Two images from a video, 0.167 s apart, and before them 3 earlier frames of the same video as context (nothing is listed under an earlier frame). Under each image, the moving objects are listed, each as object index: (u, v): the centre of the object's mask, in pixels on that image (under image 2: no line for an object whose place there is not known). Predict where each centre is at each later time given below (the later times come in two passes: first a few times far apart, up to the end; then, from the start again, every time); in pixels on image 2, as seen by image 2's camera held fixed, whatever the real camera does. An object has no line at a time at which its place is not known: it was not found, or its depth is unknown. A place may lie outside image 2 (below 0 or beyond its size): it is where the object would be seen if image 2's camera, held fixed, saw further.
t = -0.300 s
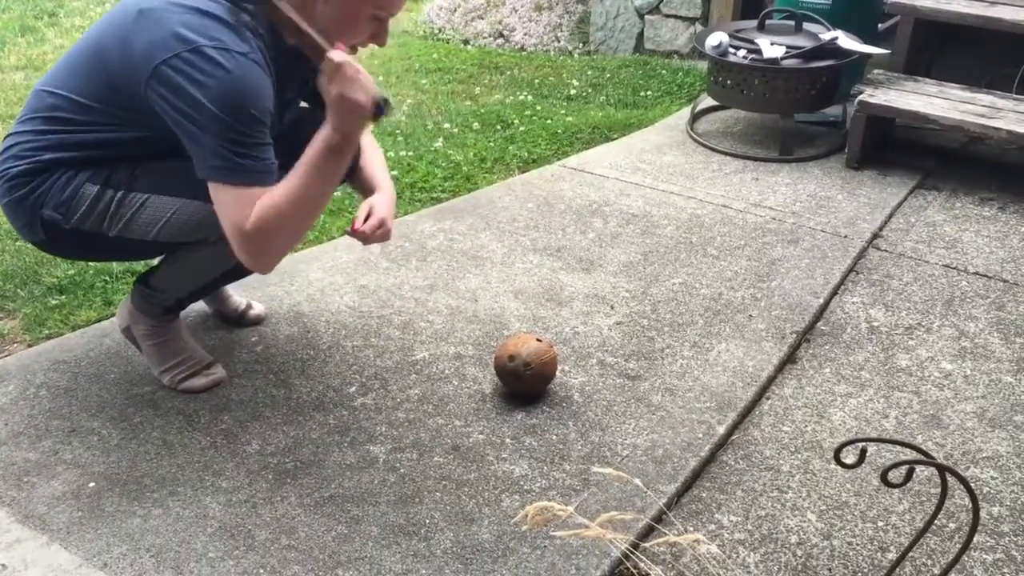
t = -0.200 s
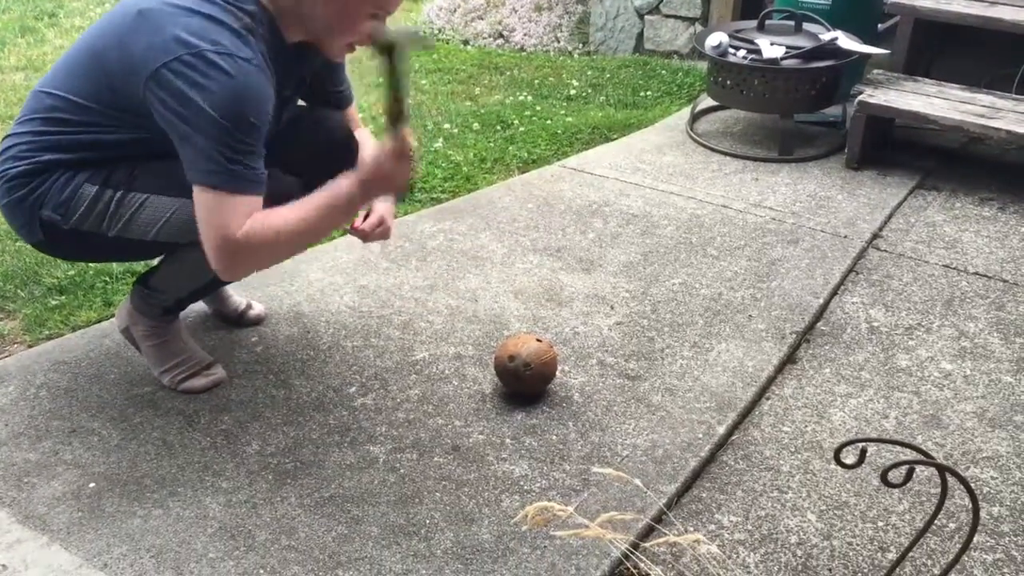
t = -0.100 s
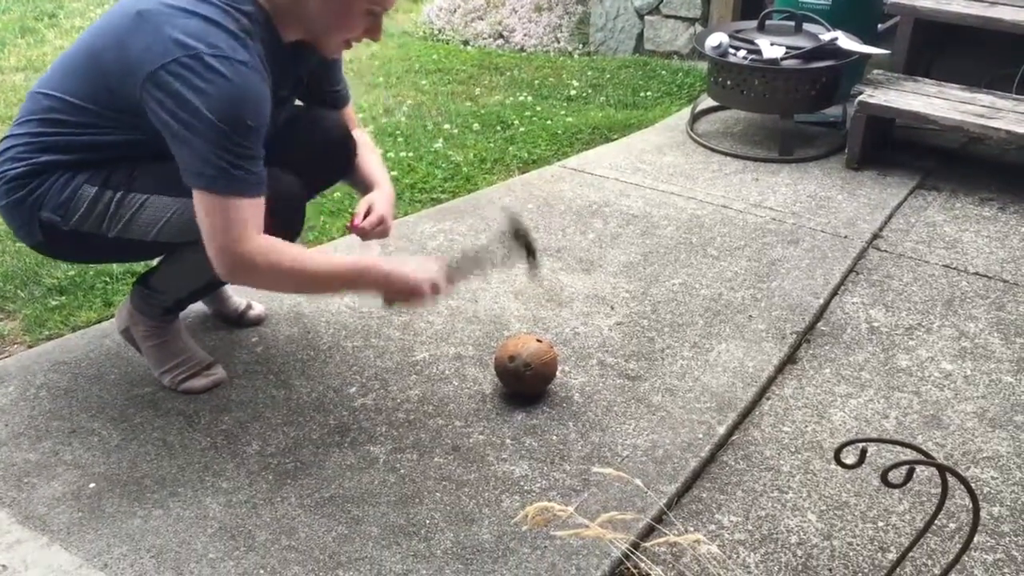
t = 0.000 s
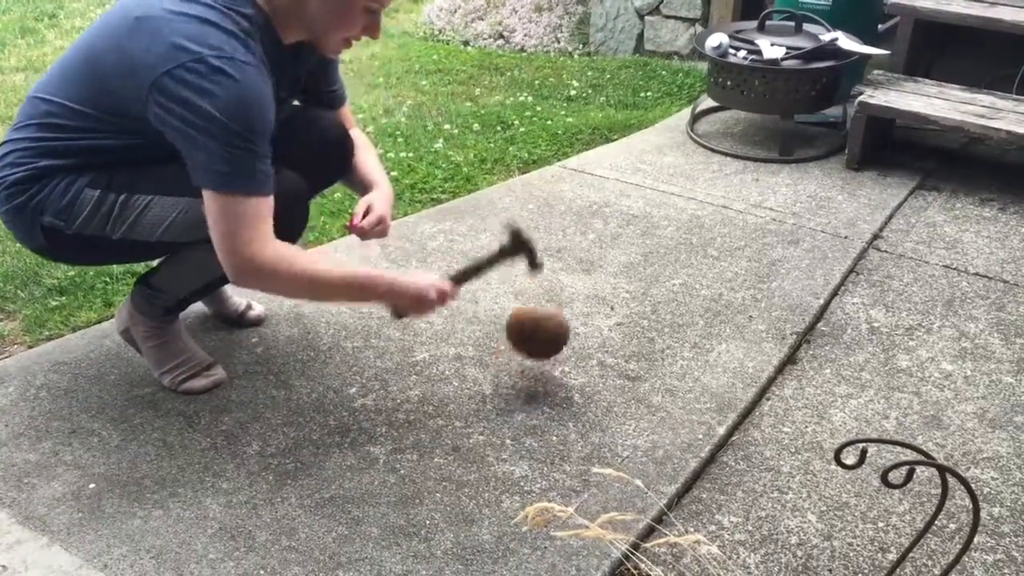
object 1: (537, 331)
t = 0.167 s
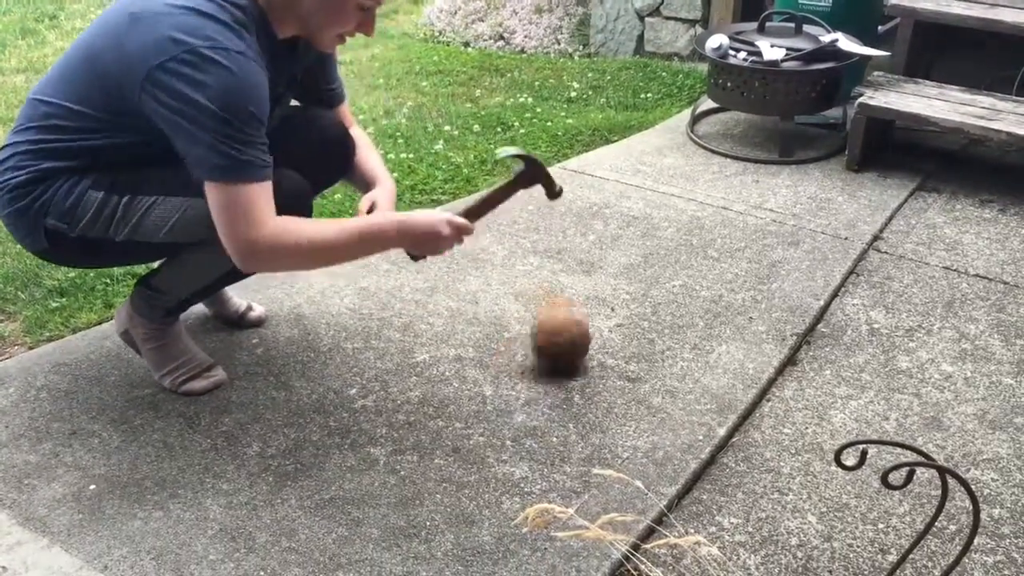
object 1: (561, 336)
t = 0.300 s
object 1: (579, 310)
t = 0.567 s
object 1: (617, 293)
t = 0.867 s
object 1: (662, 274)
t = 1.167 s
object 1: (681, 256)
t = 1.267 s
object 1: (682, 249)
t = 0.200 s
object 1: (566, 326)
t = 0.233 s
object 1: (570, 315)
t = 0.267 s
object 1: (575, 310)
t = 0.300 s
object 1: (579, 310)
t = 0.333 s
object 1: (583, 313)
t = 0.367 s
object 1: (589, 305)
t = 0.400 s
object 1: (593, 302)
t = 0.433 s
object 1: (598, 301)
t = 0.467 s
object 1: (603, 303)
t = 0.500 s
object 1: (607, 298)
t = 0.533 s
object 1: (612, 296)
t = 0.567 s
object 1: (617, 293)
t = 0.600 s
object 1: (622, 288)
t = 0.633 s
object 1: (626, 286)
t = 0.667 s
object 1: (631, 286)
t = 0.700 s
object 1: (637, 285)
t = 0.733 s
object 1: (642, 283)
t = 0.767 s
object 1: (648, 279)
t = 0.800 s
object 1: (652, 279)
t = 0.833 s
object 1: (657, 276)
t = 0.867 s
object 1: (662, 274)
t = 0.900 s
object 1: (666, 273)
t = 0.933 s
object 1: (669, 273)
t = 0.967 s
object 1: (673, 269)
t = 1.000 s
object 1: (675, 268)
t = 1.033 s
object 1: (677, 264)
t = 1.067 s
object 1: (679, 260)
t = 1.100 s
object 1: (680, 258)
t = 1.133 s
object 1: (680, 256)
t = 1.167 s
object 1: (681, 256)
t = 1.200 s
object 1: (682, 252)
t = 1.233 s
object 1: (682, 250)
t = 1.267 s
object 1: (682, 249)
